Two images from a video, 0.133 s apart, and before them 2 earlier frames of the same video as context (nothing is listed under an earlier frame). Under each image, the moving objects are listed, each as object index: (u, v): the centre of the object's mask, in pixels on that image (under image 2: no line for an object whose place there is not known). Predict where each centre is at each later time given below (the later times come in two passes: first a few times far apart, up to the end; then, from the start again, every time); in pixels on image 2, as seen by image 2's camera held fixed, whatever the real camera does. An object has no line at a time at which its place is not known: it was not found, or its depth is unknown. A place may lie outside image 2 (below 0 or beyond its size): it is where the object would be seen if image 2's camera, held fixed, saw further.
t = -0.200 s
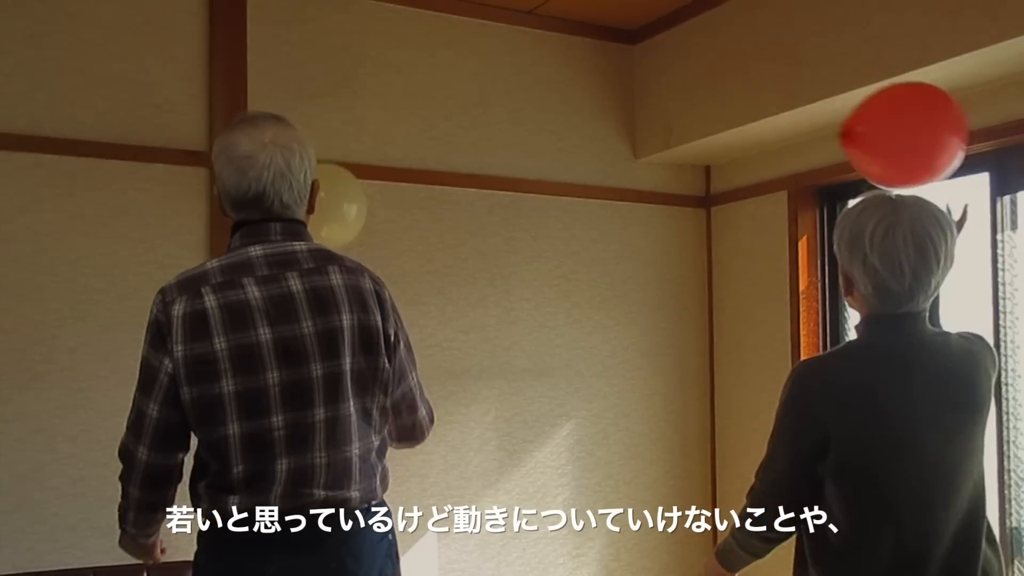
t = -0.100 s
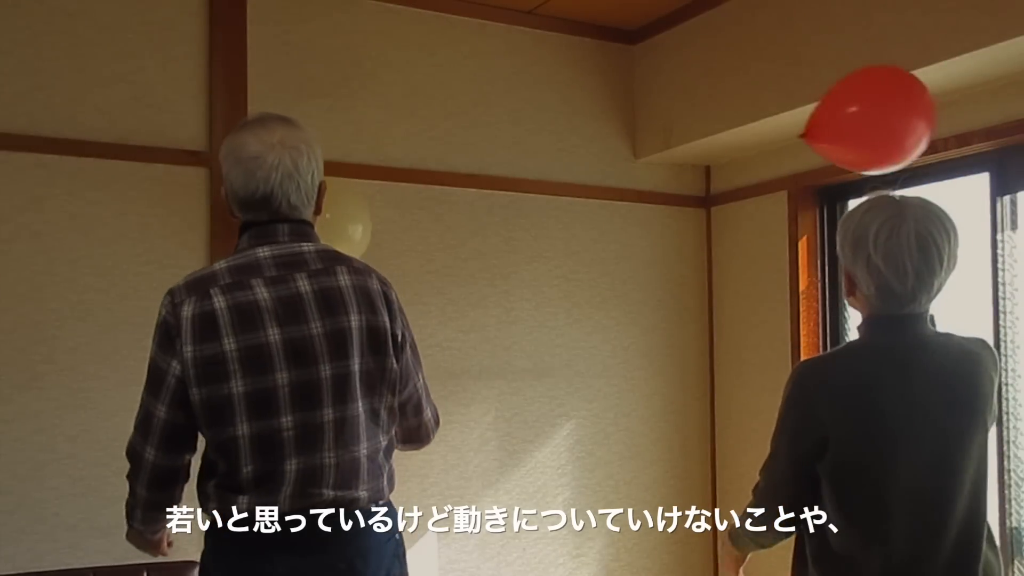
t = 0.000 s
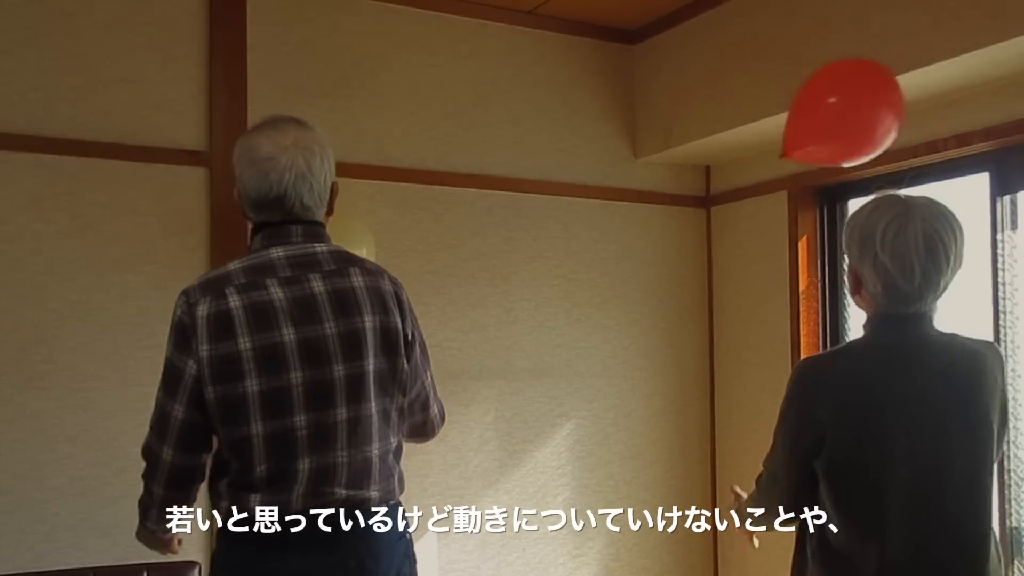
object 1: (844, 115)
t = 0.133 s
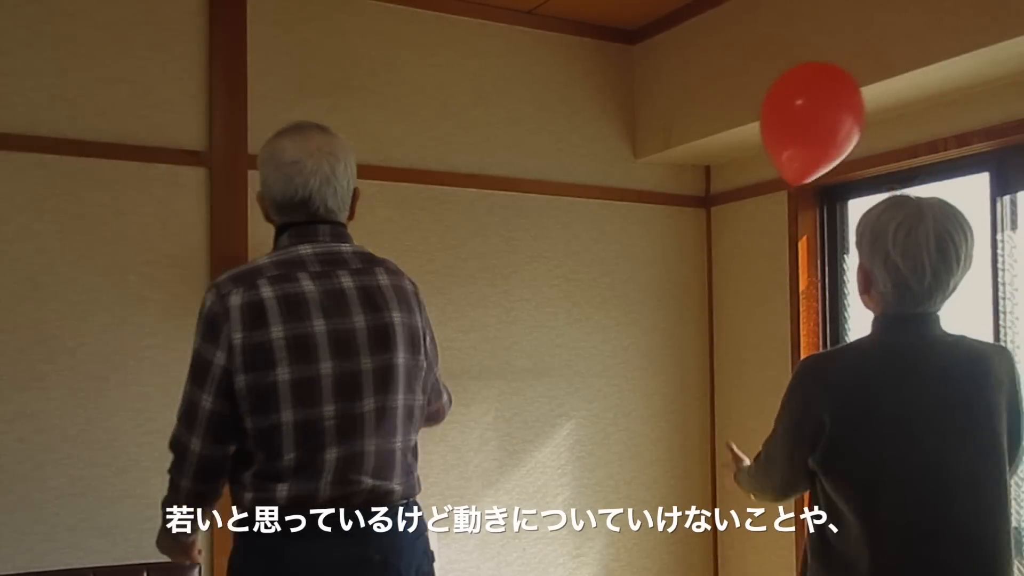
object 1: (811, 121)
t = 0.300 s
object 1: (780, 146)
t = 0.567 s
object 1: (747, 215)
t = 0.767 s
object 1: (735, 286)
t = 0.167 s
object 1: (804, 124)
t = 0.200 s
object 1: (797, 128)
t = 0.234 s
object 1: (791, 134)
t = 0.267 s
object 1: (785, 140)
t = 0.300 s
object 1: (780, 146)
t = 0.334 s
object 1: (774, 153)
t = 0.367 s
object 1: (770, 161)
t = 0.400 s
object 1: (765, 169)
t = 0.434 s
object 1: (761, 177)
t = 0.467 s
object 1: (757, 186)
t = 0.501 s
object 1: (754, 196)
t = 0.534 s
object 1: (750, 205)
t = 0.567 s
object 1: (747, 215)
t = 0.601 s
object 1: (745, 226)
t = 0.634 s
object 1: (742, 237)
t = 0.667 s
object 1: (740, 249)
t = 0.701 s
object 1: (738, 261)
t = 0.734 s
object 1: (736, 273)
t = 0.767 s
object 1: (735, 286)
